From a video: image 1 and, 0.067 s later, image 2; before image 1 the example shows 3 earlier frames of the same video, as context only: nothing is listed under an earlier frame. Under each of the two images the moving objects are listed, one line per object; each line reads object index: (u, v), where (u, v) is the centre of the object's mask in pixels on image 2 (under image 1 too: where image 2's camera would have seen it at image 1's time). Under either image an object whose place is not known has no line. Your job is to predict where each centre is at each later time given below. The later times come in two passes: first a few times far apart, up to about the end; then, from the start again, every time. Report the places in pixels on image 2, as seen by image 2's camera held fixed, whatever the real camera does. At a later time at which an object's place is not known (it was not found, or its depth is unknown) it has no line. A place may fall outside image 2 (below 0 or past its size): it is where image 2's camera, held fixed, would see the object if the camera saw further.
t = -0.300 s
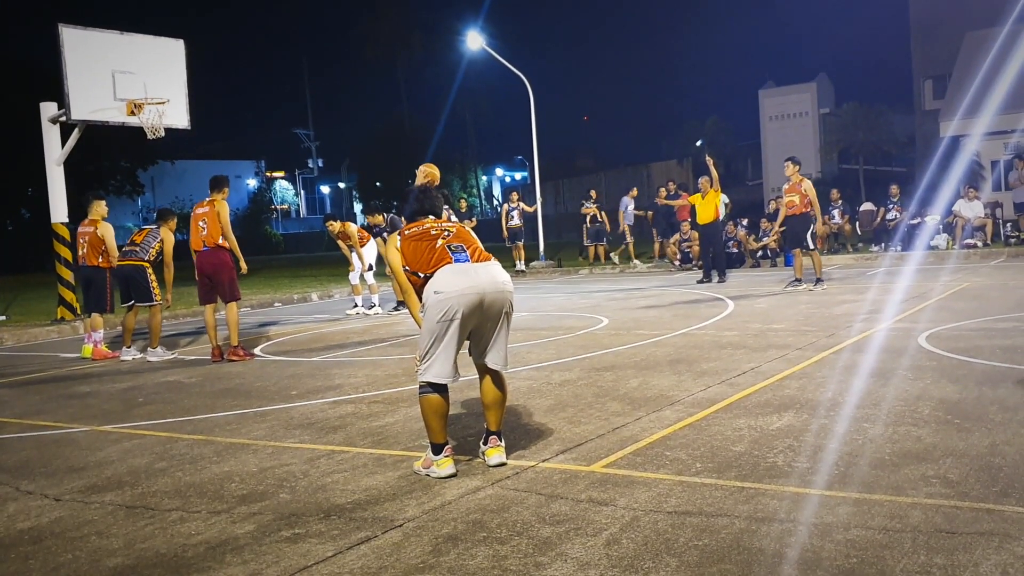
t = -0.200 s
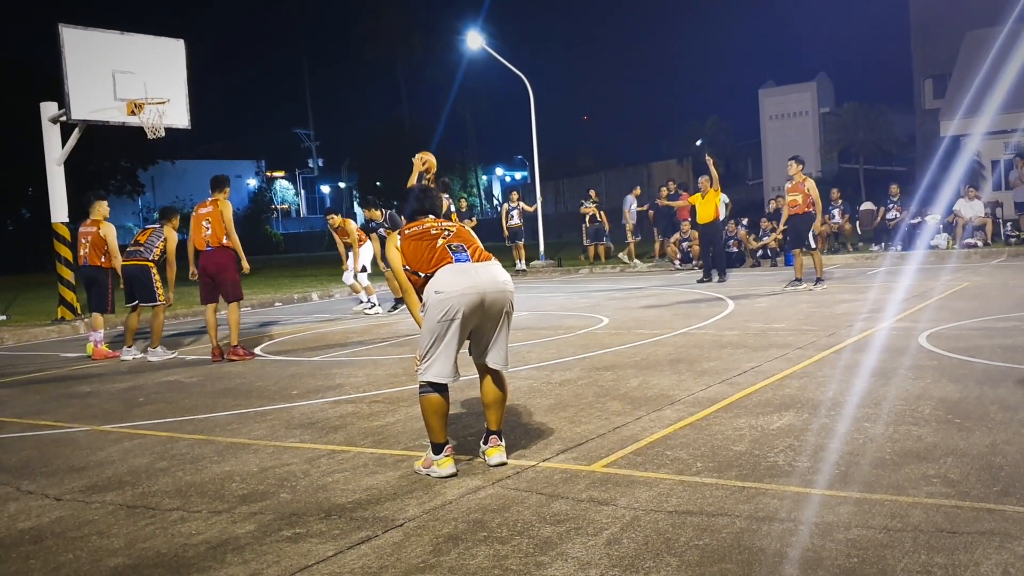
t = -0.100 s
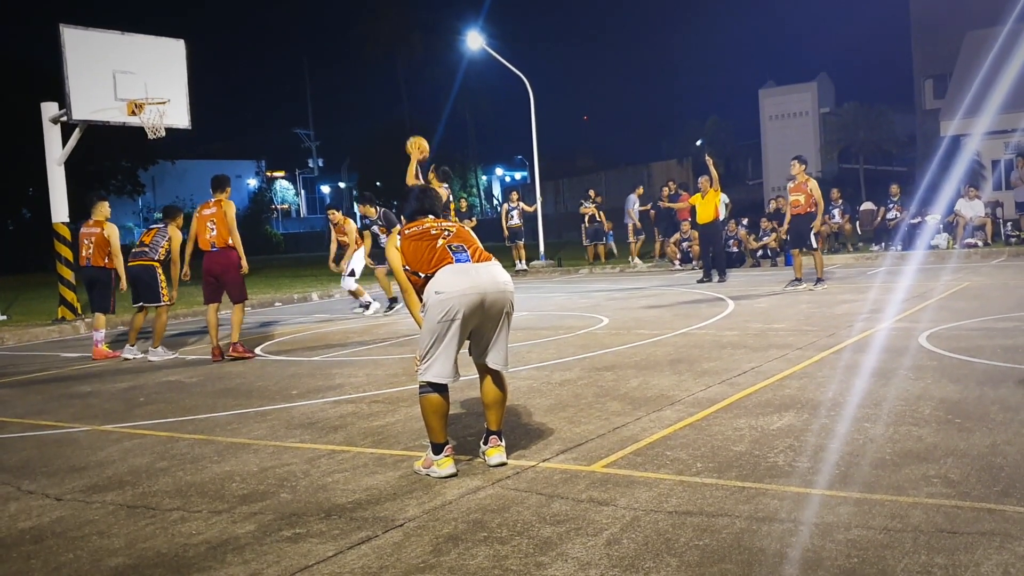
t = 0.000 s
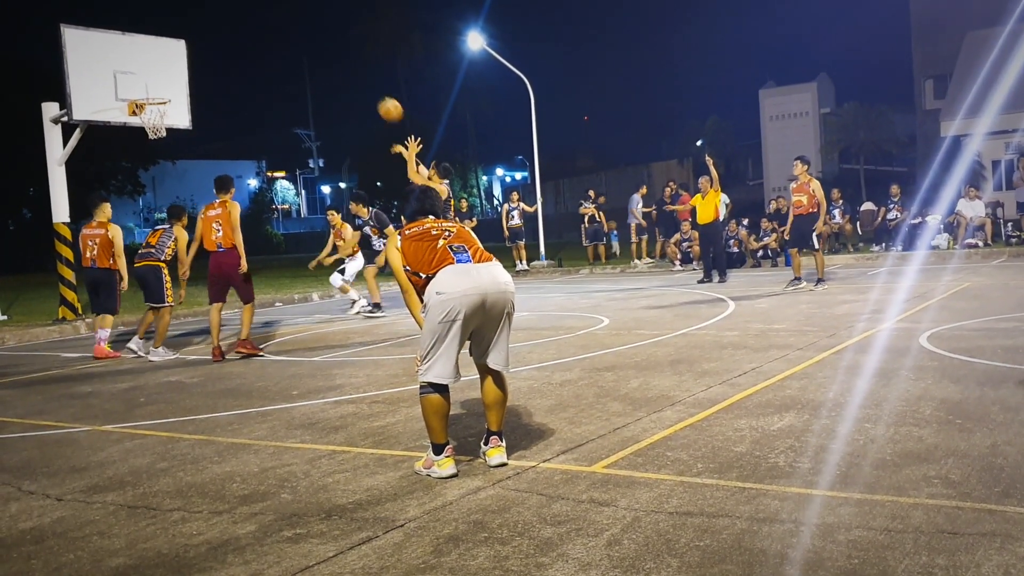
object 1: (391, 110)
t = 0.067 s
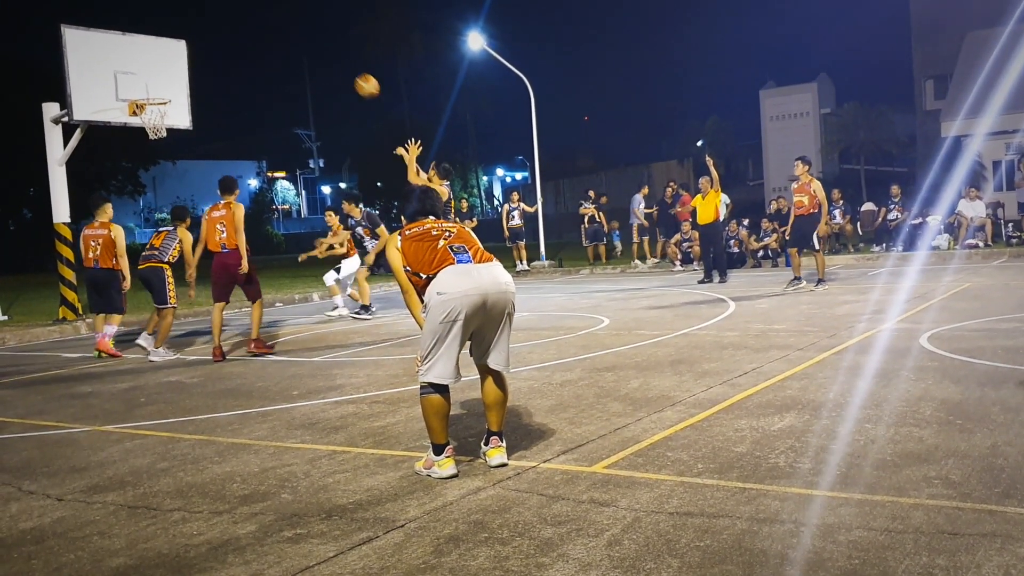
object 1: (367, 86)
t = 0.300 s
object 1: (293, 37)
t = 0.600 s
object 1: (213, 45)
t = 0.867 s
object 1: (174, 84)
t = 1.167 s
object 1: (220, 76)
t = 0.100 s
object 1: (356, 75)
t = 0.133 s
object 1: (344, 66)
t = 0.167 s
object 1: (333, 58)
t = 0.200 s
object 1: (323, 52)
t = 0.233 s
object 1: (312, 46)
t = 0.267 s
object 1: (302, 41)
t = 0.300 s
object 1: (293, 37)
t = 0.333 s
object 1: (283, 34)
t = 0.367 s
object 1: (274, 32)
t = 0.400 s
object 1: (265, 32)
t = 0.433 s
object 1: (256, 31)
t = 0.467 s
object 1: (247, 32)
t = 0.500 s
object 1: (238, 34)
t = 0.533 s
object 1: (230, 37)
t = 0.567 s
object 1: (222, 40)
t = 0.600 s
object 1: (213, 45)
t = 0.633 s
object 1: (206, 50)
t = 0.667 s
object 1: (199, 56)
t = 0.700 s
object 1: (192, 62)
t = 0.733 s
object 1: (184, 70)
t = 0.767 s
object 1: (177, 78)
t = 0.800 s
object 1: (170, 87)
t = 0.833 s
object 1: (169, 90)
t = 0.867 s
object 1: (174, 84)
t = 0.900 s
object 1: (179, 80)
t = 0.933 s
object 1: (184, 77)
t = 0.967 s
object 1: (189, 74)
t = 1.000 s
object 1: (194, 72)
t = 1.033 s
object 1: (198, 71)
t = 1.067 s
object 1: (203, 71)
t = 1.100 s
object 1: (209, 71)
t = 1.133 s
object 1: (214, 73)
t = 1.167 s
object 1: (220, 76)
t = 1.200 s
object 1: (225, 79)
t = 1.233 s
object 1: (232, 83)
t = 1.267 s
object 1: (237, 89)
